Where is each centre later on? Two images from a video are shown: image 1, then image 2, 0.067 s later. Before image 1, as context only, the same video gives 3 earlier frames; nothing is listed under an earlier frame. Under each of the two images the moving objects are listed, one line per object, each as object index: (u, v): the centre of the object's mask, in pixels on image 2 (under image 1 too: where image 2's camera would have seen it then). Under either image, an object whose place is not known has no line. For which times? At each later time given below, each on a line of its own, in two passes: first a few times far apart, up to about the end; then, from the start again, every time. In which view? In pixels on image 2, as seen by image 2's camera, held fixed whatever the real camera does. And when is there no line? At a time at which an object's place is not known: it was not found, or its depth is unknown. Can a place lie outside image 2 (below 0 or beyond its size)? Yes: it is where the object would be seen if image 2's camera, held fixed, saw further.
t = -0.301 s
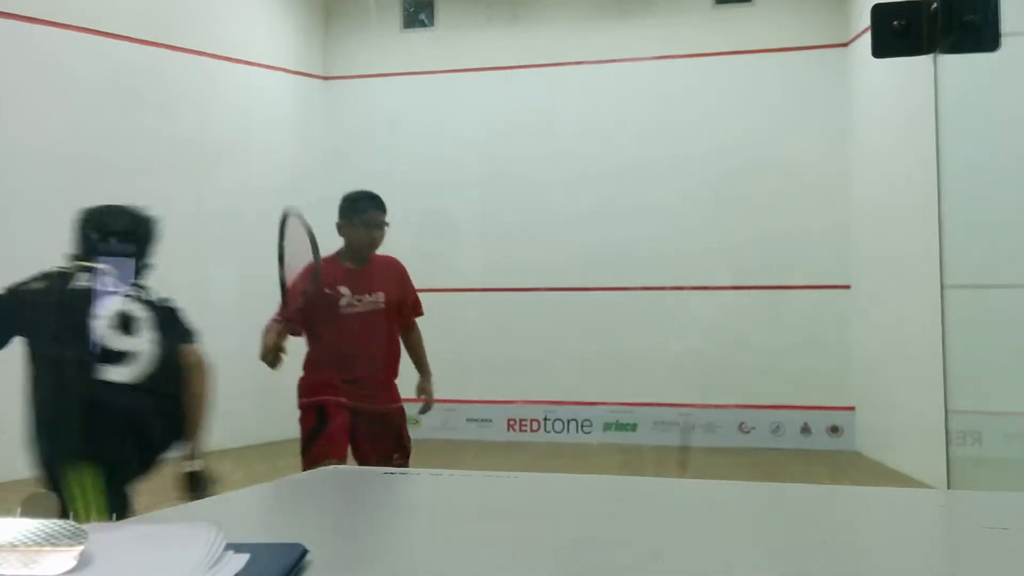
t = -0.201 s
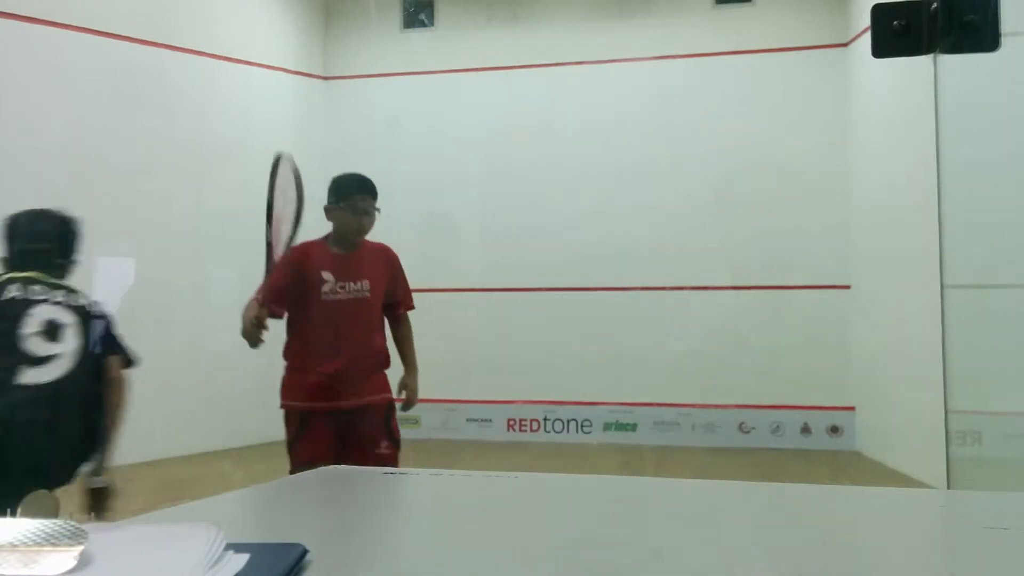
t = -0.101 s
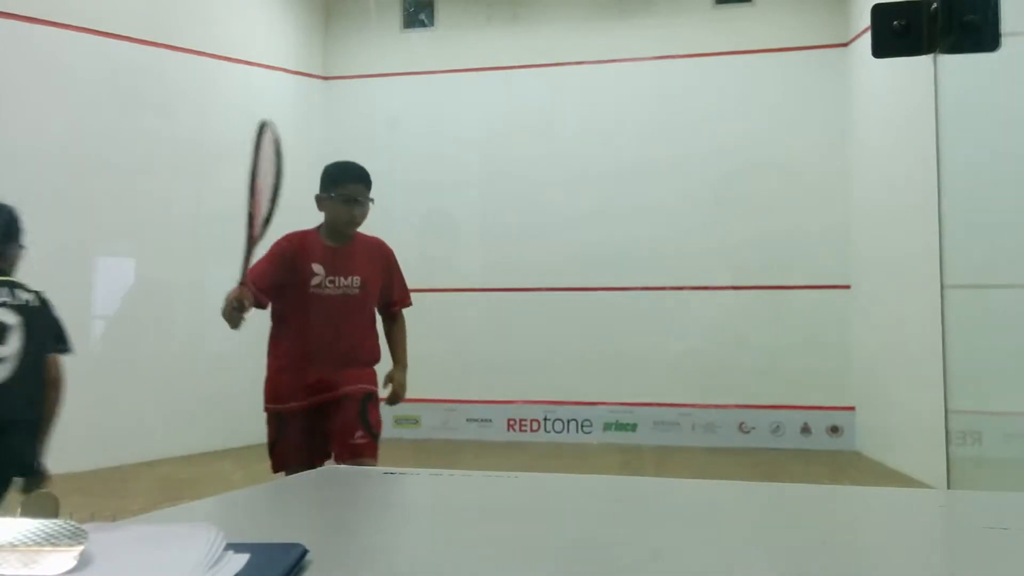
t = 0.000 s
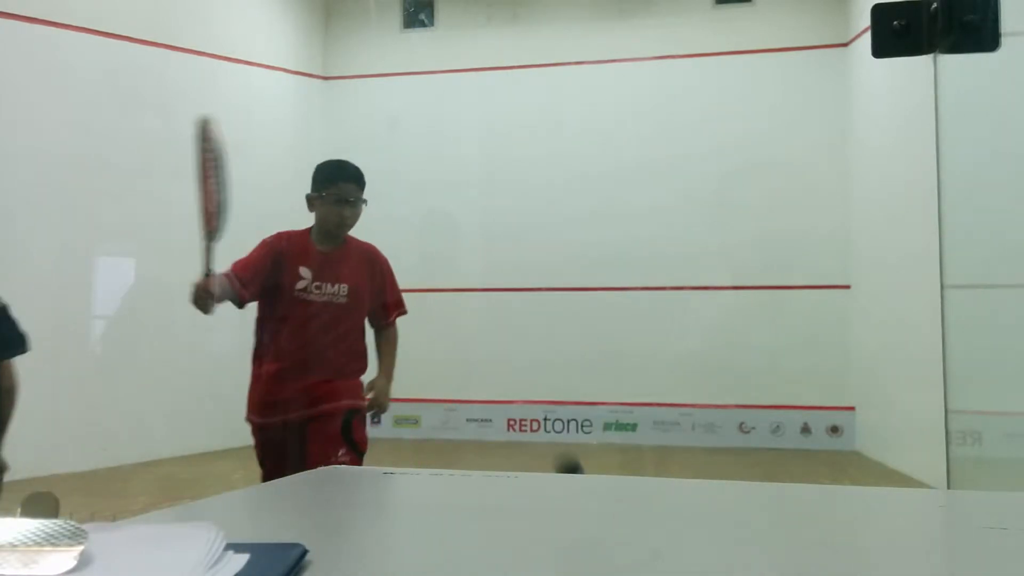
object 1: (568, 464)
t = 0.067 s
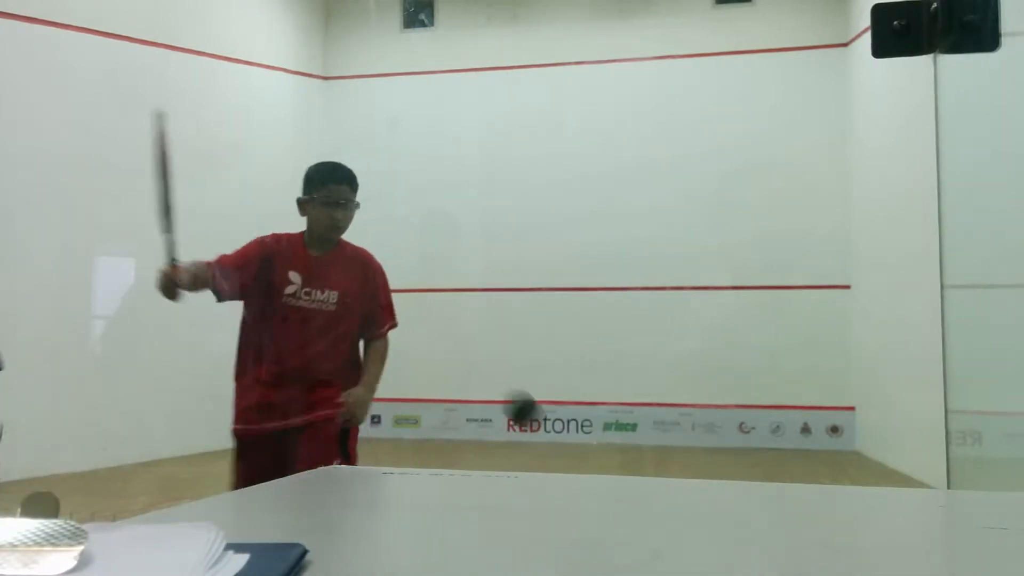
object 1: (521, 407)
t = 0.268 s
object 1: (524, 297)
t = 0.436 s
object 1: (558, 396)
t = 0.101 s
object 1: (490, 382)
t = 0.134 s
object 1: (478, 345)
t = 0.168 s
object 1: (492, 318)
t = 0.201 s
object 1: (504, 302)
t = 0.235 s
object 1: (514, 295)
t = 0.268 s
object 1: (524, 297)
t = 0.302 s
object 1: (532, 305)
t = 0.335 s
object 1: (540, 320)
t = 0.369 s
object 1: (546, 341)
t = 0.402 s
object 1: (553, 367)
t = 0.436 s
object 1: (558, 396)
